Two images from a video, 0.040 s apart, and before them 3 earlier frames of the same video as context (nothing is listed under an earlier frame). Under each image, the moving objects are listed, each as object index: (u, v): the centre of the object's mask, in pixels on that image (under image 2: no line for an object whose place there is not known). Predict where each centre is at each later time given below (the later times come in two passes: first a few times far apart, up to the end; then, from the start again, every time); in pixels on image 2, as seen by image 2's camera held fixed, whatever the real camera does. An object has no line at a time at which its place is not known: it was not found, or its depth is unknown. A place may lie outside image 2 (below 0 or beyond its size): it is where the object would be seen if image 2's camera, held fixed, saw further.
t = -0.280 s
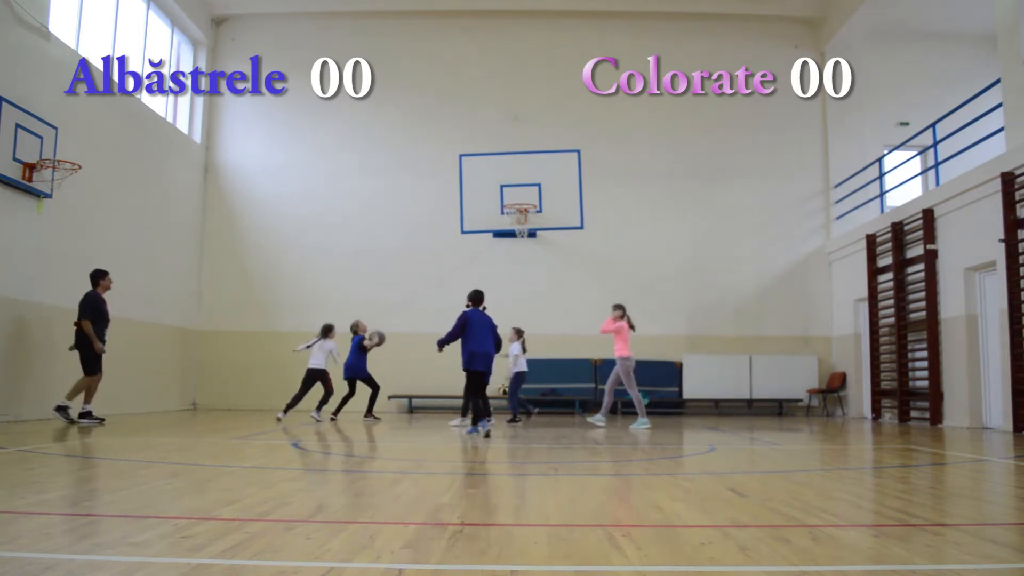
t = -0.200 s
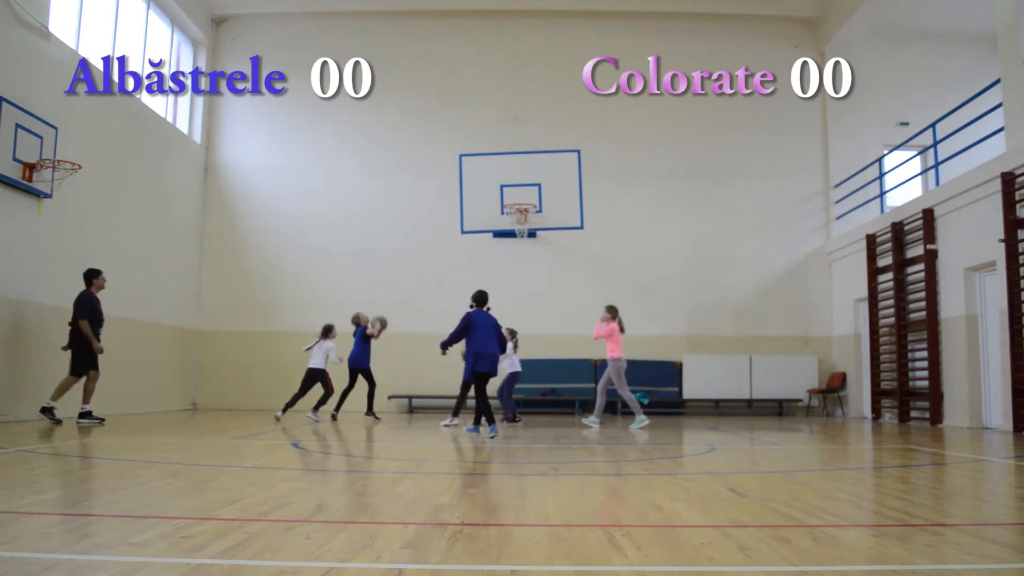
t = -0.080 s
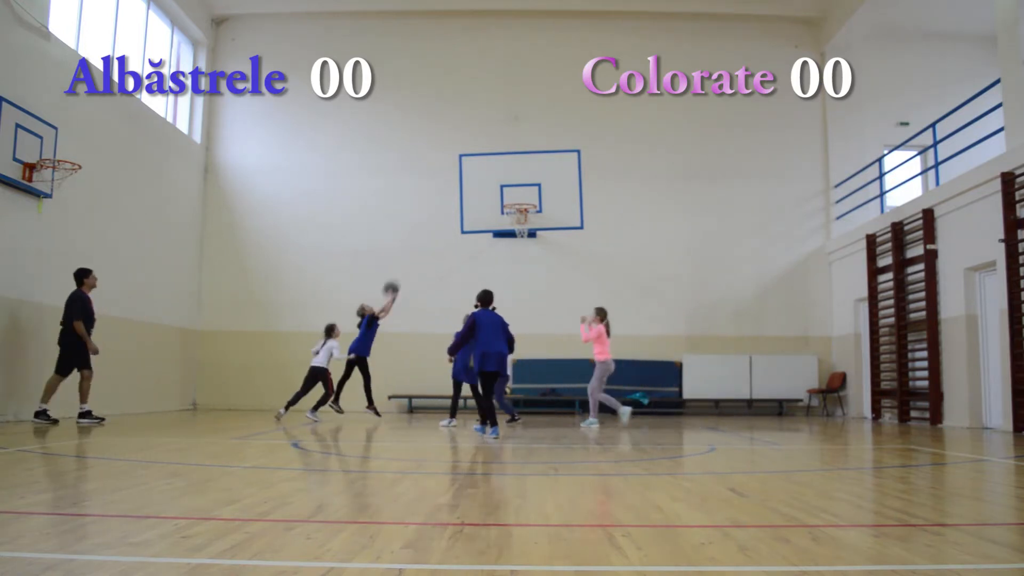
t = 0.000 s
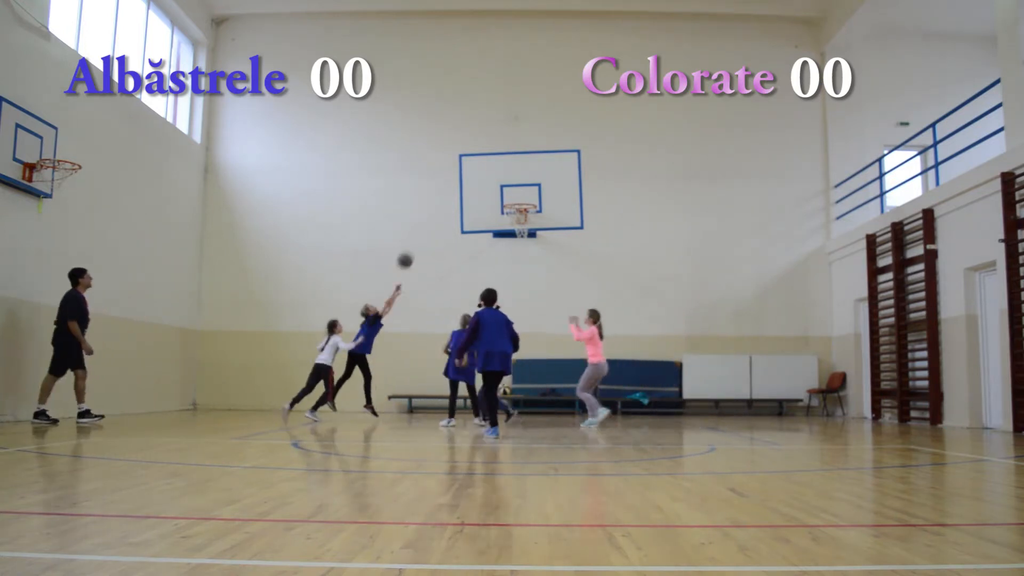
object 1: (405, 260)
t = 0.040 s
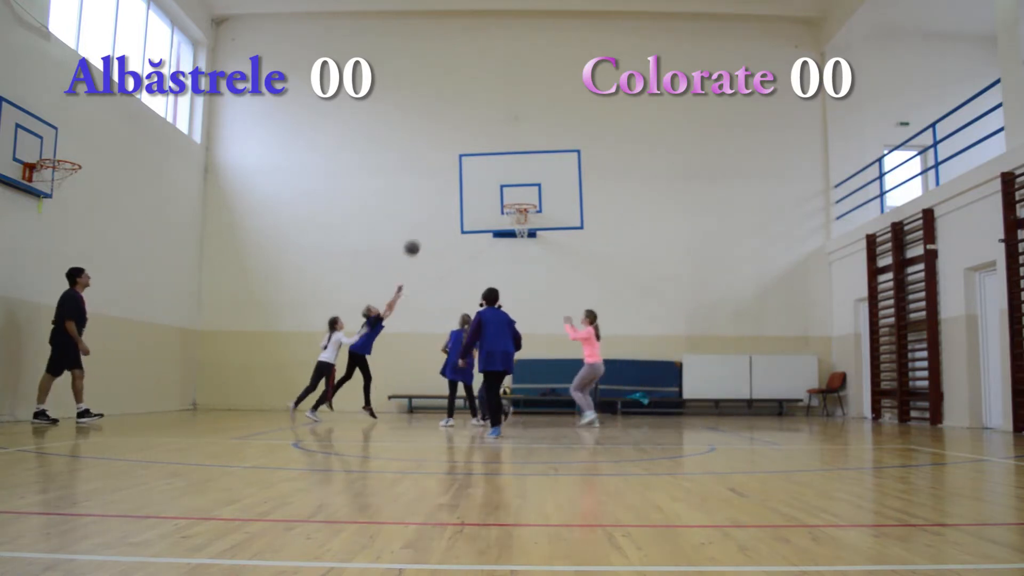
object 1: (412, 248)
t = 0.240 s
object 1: (446, 200)
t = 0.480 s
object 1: (485, 179)
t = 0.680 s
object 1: (517, 191)
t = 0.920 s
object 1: (519, 202)
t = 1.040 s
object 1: (523, 203)
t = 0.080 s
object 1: (418, 236)
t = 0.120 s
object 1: (425, 225)
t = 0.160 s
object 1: (432, 216)
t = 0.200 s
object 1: (439, 207)
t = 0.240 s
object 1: (446, 200)
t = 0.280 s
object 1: (452, 194)
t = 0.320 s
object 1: (459, 189)
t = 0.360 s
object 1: (466, 185)
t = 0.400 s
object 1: (472, 182)
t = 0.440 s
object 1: (479, 180)
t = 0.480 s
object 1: (485, 179)
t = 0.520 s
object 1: (491, 179)
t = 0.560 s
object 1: (498, 180)
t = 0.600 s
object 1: (504, 183)
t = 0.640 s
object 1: (511, 187)
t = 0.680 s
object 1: (517, 191)
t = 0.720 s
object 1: (524, 197)
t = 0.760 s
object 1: (528, 202)
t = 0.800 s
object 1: (522, 203)
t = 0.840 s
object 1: (517, 203)
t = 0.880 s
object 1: (517, 202)
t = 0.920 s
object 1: (519, 202)
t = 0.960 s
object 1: (522, 203)
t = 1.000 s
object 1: (523, 203)
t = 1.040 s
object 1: (523, 203)
